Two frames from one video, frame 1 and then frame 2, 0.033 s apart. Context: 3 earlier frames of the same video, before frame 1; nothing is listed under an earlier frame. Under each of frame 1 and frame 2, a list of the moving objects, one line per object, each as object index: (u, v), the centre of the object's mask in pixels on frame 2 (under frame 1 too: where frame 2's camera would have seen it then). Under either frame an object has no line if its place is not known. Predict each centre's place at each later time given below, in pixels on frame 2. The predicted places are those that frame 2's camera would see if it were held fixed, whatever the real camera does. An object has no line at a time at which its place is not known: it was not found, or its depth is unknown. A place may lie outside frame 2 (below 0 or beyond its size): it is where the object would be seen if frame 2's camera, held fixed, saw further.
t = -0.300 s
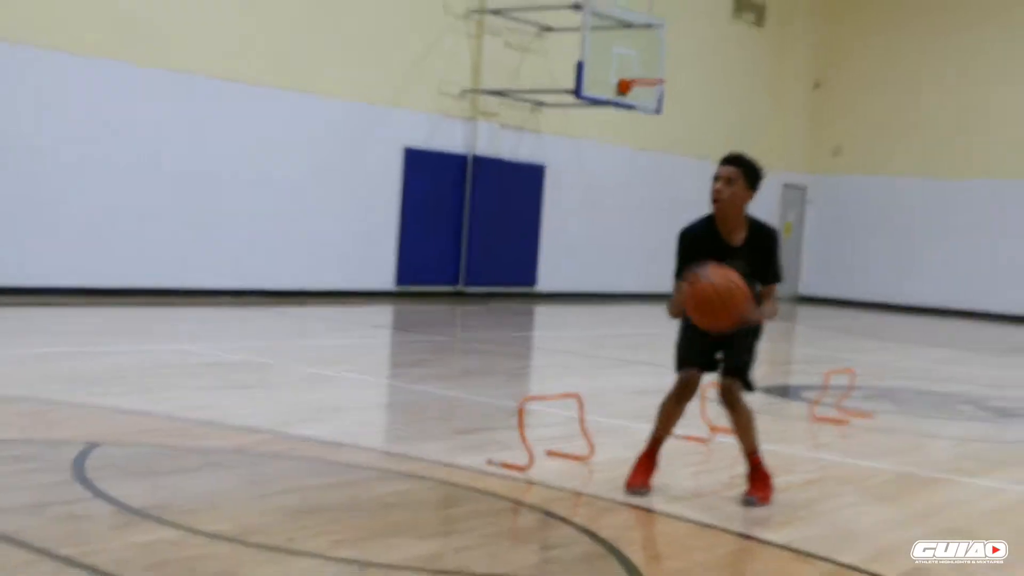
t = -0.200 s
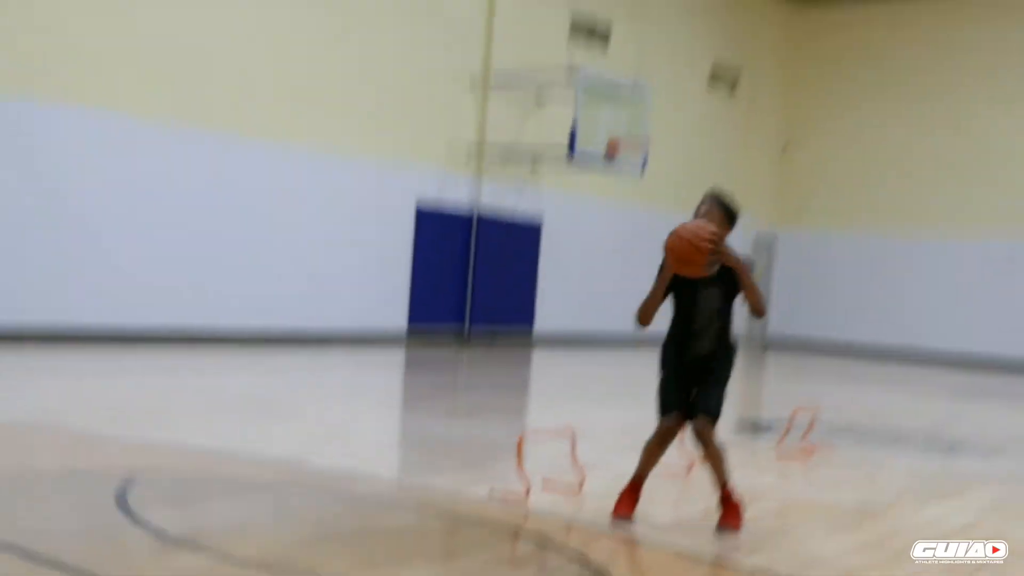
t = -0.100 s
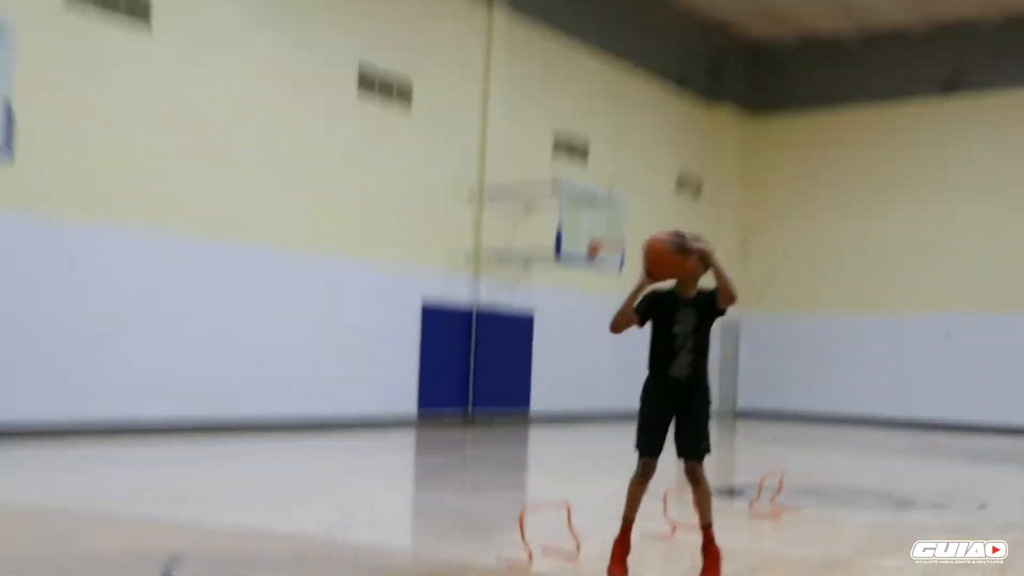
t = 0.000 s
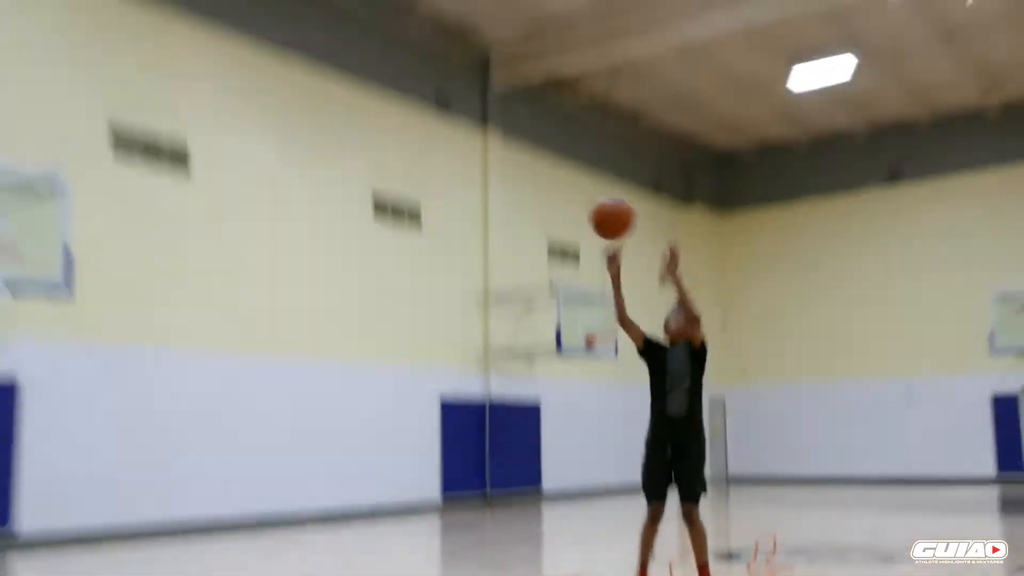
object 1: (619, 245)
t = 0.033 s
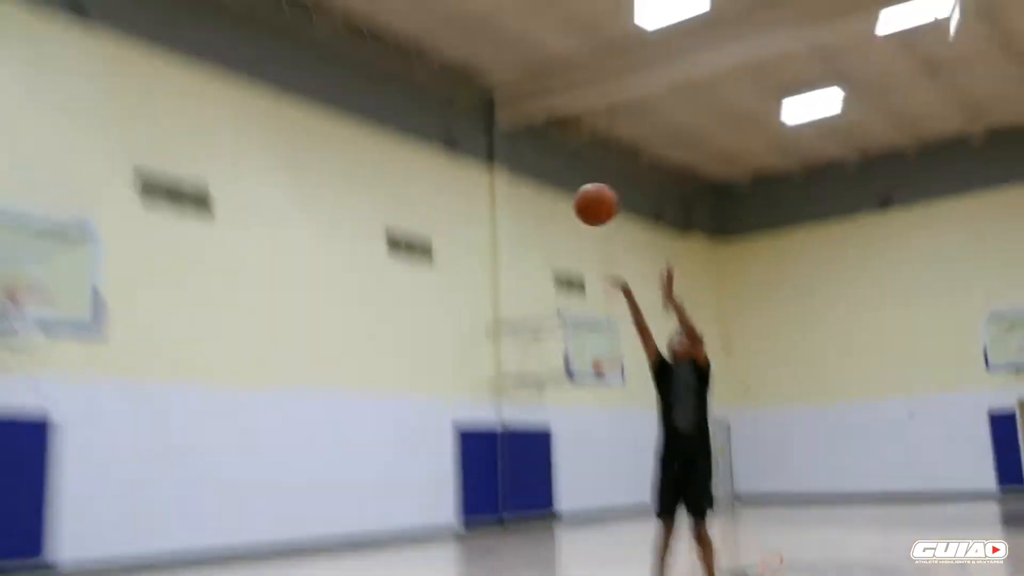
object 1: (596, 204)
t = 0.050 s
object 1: (586, 182)
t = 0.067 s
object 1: (575, 160)
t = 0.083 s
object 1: (564, 138)
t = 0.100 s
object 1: (554, 118)
